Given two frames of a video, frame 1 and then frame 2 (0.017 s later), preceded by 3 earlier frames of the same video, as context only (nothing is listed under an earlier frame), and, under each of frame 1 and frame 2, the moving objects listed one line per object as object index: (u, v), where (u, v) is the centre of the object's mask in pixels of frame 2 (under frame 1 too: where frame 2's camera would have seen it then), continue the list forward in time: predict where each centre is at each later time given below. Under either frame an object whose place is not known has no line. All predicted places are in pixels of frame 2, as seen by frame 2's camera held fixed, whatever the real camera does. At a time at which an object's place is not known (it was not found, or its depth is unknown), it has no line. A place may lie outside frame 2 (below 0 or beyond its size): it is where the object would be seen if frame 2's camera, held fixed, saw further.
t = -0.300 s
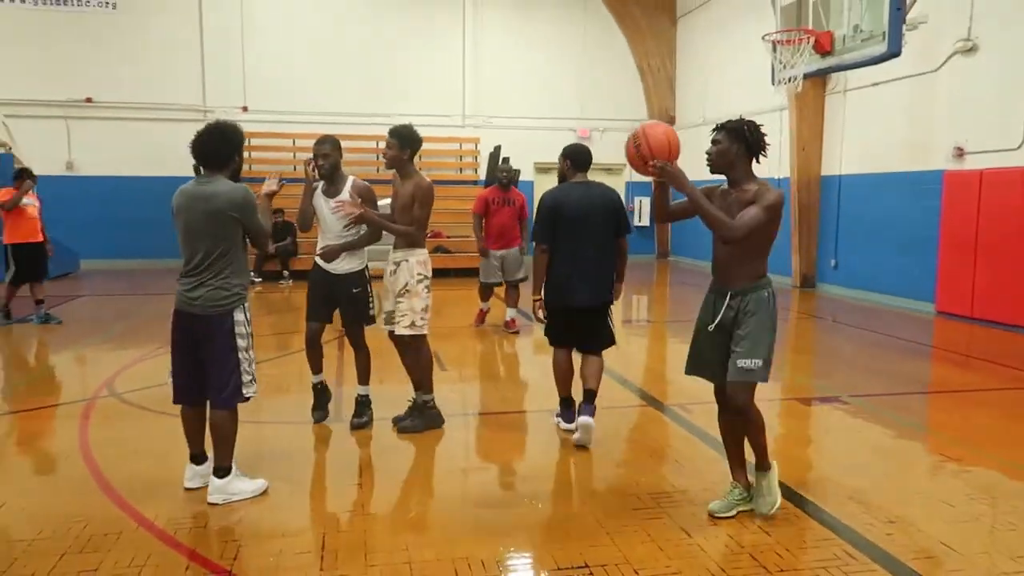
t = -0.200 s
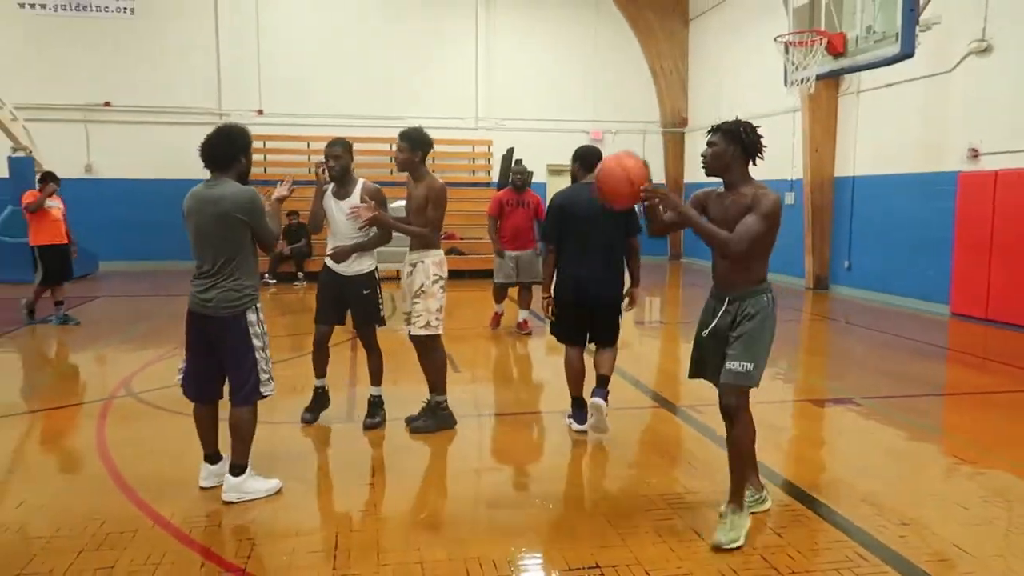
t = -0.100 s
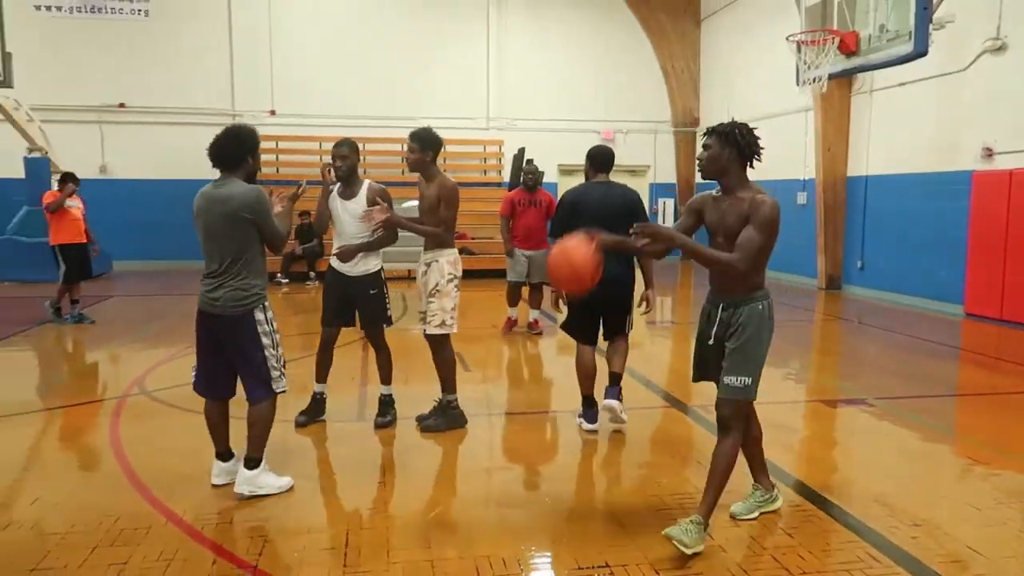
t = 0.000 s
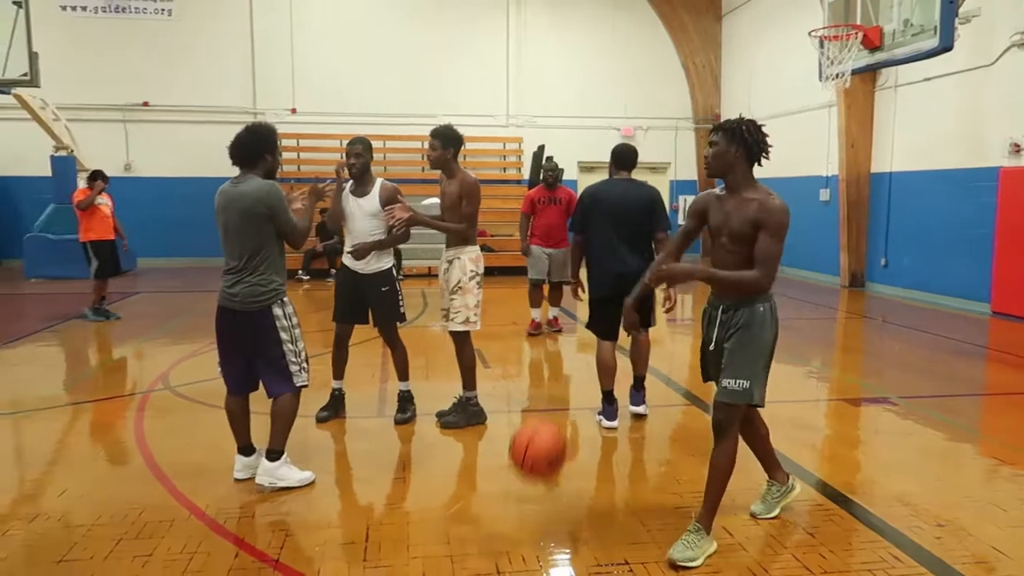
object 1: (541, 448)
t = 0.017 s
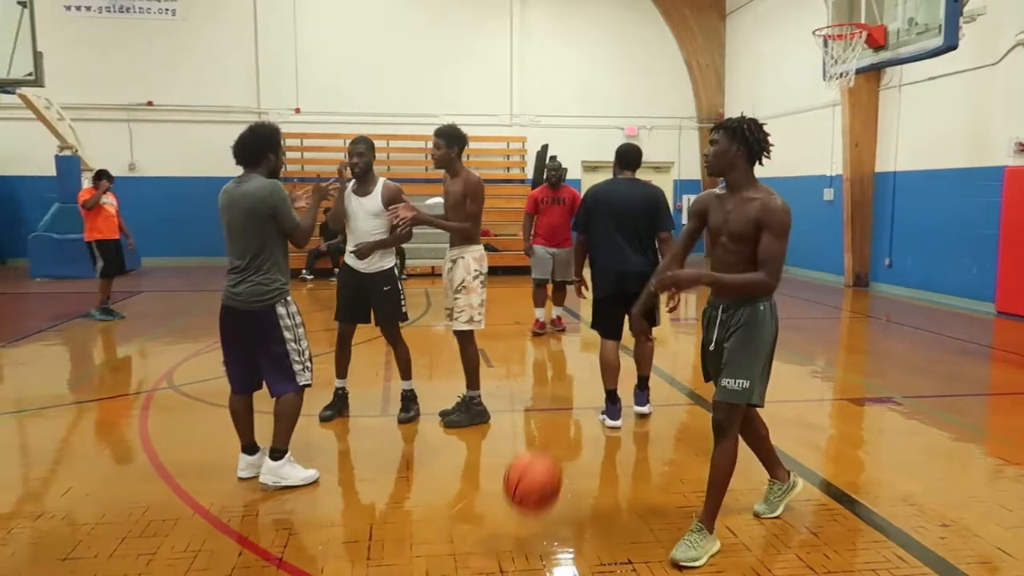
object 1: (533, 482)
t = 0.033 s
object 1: (523, 519)
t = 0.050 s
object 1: (519, 518)
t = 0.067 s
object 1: (516, 495)
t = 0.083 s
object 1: (512, 473)
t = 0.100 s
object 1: (509, 449)
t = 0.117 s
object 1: (505, 428)
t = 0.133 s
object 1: (502, 406)
